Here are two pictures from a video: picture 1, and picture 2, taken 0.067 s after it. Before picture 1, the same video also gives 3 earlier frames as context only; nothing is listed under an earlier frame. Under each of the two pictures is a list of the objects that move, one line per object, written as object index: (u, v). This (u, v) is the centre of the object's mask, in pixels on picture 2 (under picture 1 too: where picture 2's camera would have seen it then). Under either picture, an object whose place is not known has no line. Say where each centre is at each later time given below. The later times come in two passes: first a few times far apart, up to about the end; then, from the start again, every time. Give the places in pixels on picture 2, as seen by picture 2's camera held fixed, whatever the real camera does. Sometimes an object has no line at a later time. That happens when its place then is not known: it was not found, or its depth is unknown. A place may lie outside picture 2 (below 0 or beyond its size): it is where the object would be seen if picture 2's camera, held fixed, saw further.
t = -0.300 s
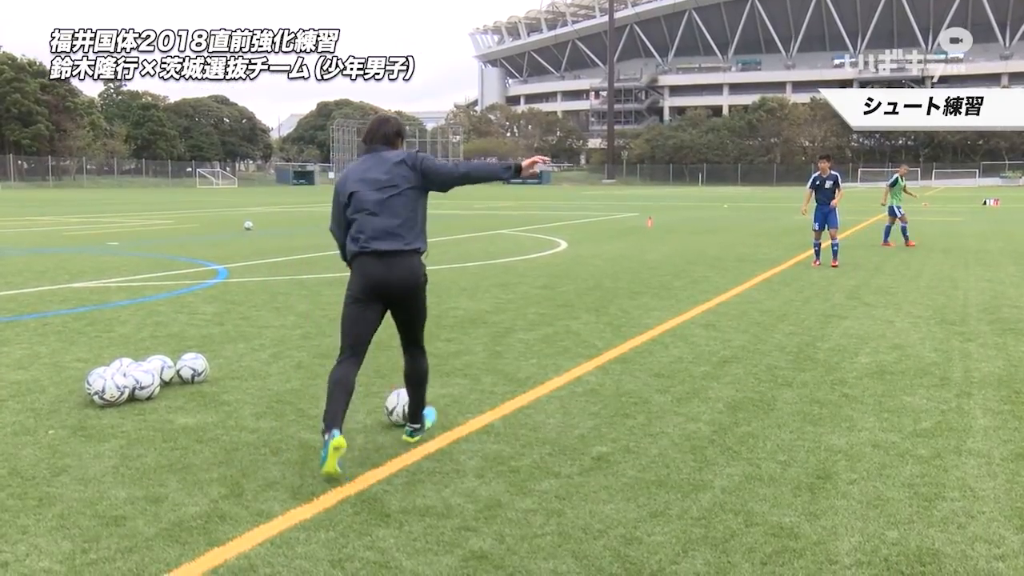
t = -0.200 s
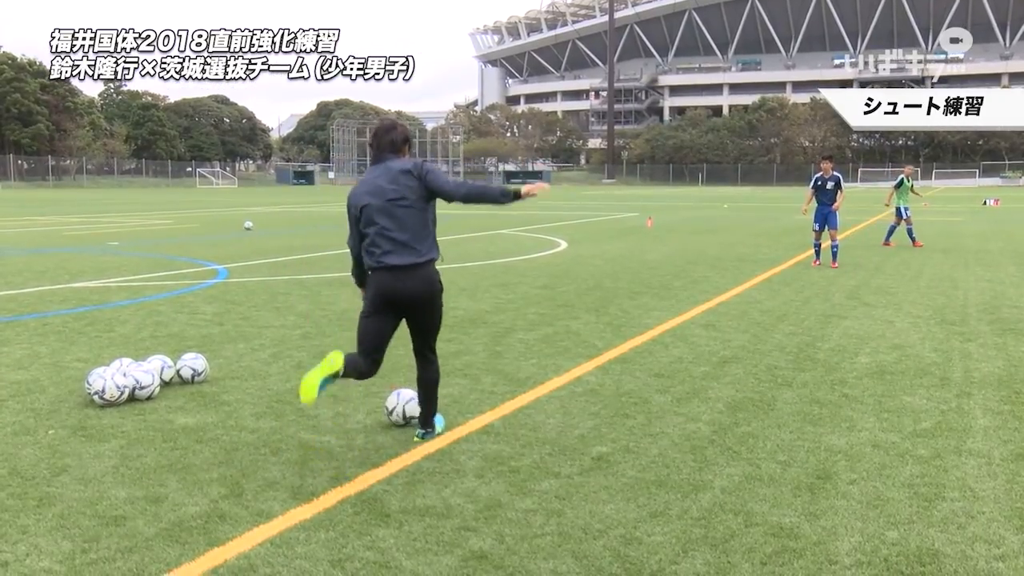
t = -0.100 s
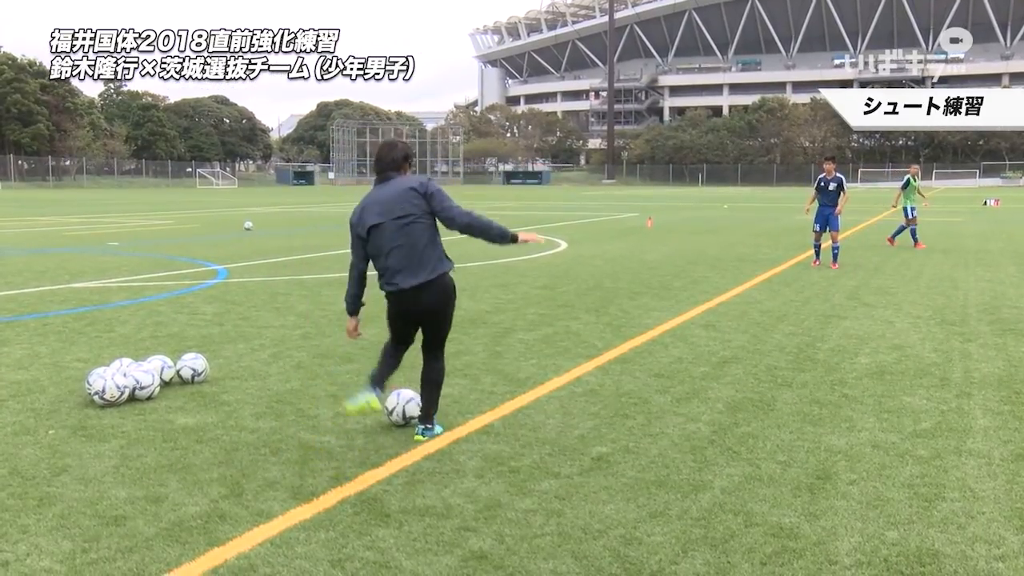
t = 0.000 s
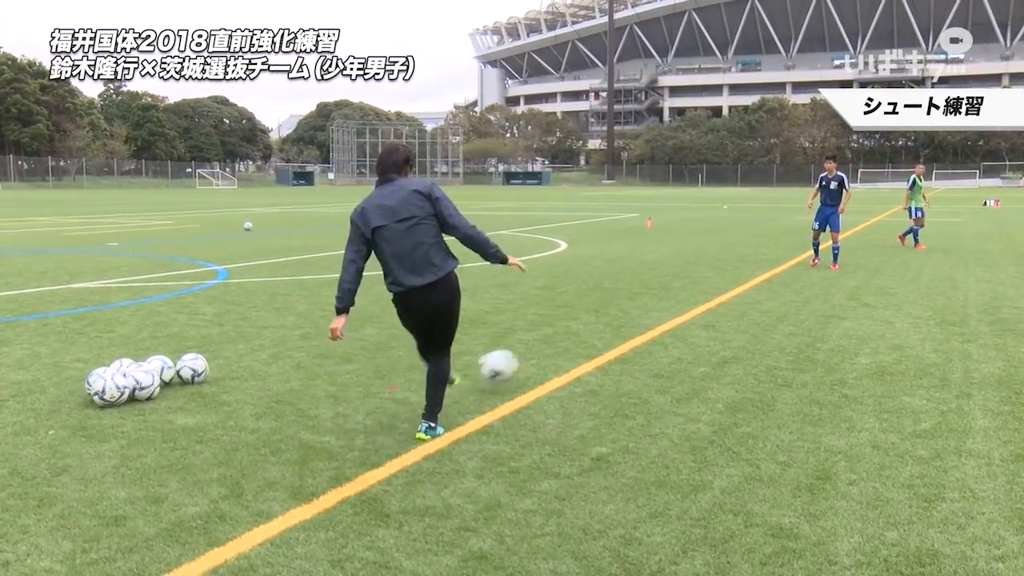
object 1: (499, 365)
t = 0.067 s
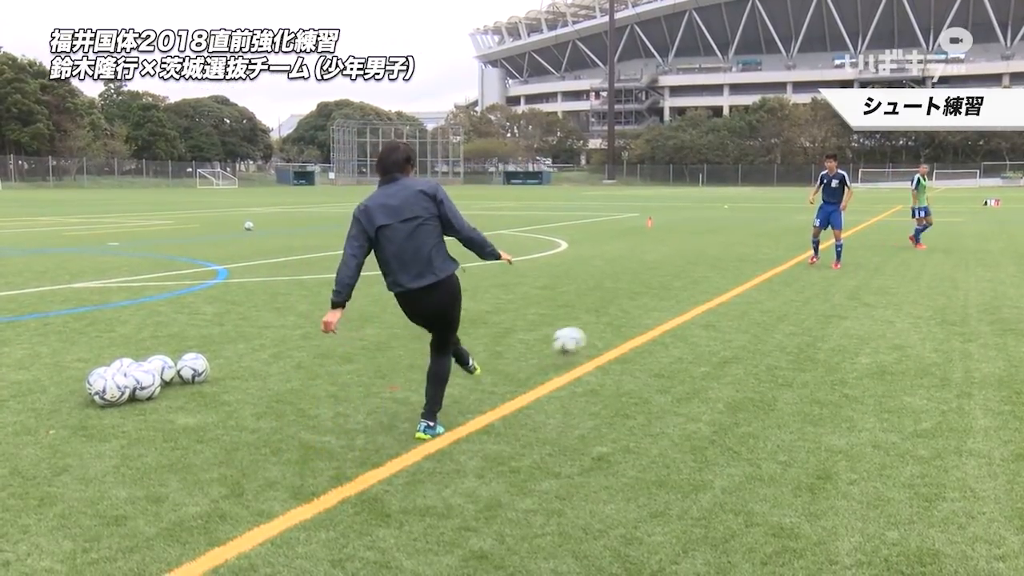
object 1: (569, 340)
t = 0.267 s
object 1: (708, 303)
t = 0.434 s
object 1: (780, 283)
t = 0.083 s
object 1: (584, 336)
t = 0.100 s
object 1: (598, 332)
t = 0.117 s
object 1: (612, 329)
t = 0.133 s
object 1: (625, 326)
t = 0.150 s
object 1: (637, 323)
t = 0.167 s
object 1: (649, 321)
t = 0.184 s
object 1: (660, 320)
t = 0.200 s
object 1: (671, 319)
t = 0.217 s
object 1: (681, 315)
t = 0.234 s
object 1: (690, 311)
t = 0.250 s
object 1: (700, 306)
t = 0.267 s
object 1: (708, 303)
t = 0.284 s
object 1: (716, 299)
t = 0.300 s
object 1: (724, 296)
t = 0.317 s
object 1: (733, 293)
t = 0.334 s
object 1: (740, 291)
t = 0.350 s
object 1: (748, 289)
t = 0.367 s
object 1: (755, 287)
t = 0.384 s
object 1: (762, 286)
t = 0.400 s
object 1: (768, 285)
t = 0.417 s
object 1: (775, 284)
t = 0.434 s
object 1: (780, 283)
